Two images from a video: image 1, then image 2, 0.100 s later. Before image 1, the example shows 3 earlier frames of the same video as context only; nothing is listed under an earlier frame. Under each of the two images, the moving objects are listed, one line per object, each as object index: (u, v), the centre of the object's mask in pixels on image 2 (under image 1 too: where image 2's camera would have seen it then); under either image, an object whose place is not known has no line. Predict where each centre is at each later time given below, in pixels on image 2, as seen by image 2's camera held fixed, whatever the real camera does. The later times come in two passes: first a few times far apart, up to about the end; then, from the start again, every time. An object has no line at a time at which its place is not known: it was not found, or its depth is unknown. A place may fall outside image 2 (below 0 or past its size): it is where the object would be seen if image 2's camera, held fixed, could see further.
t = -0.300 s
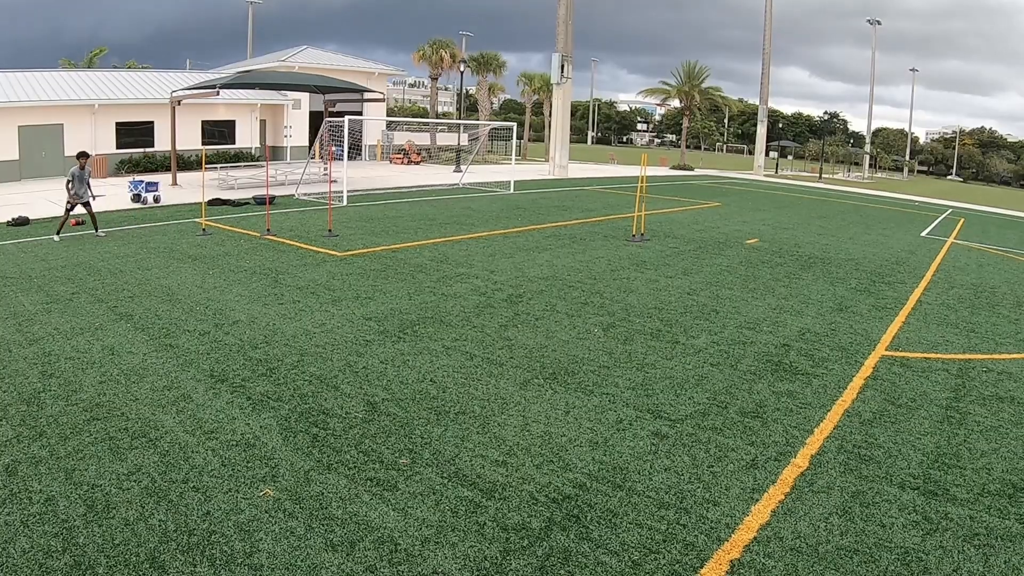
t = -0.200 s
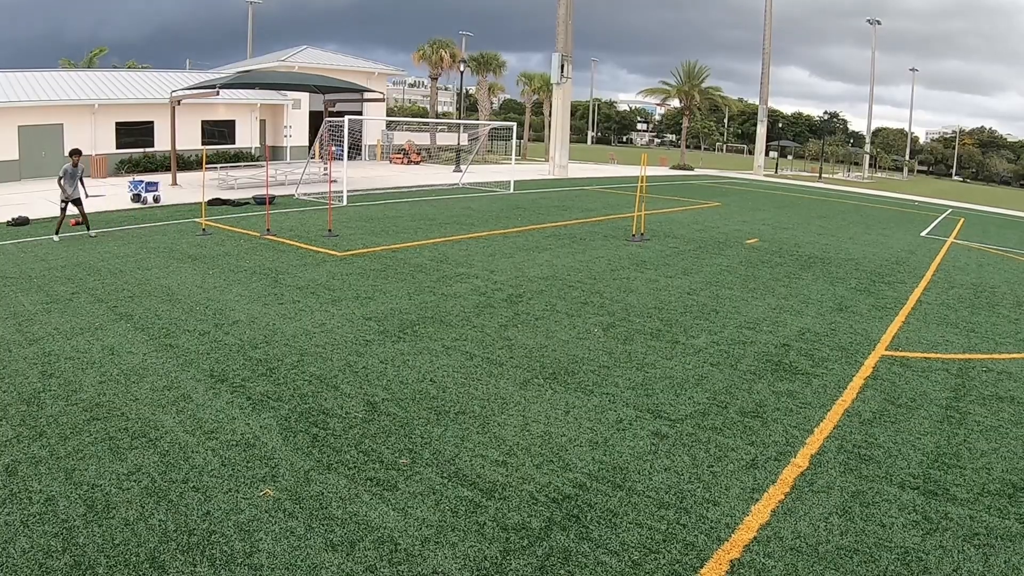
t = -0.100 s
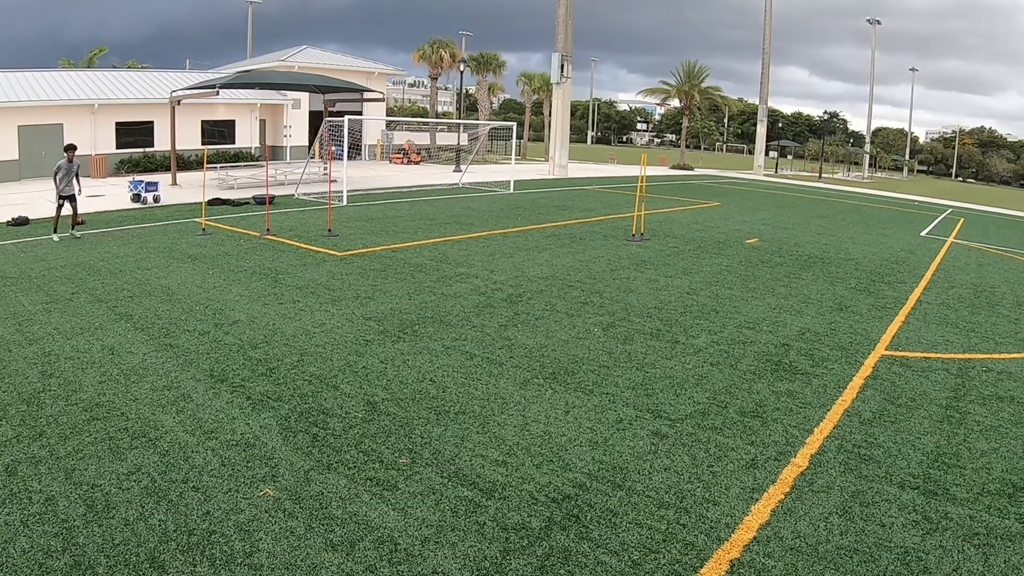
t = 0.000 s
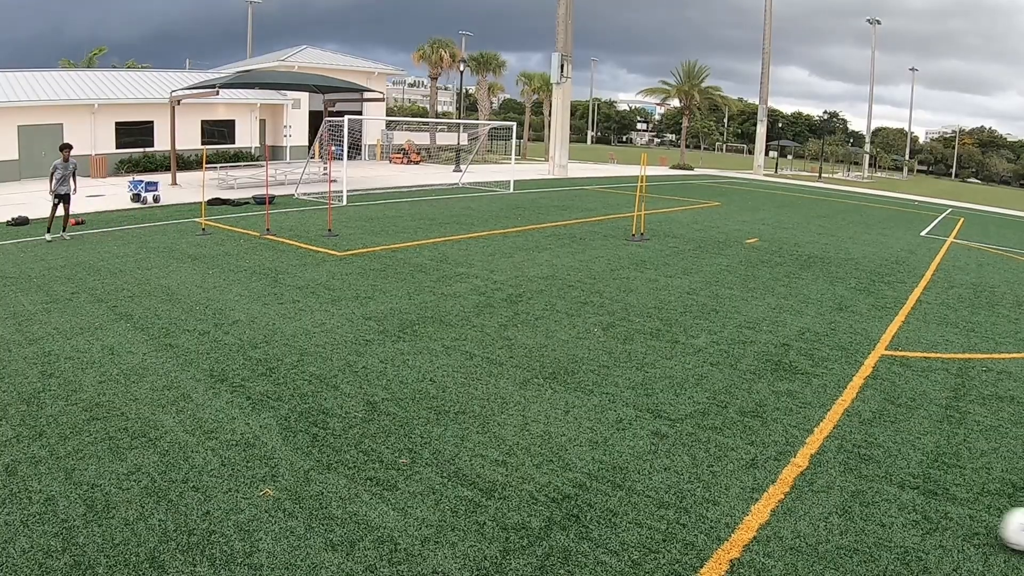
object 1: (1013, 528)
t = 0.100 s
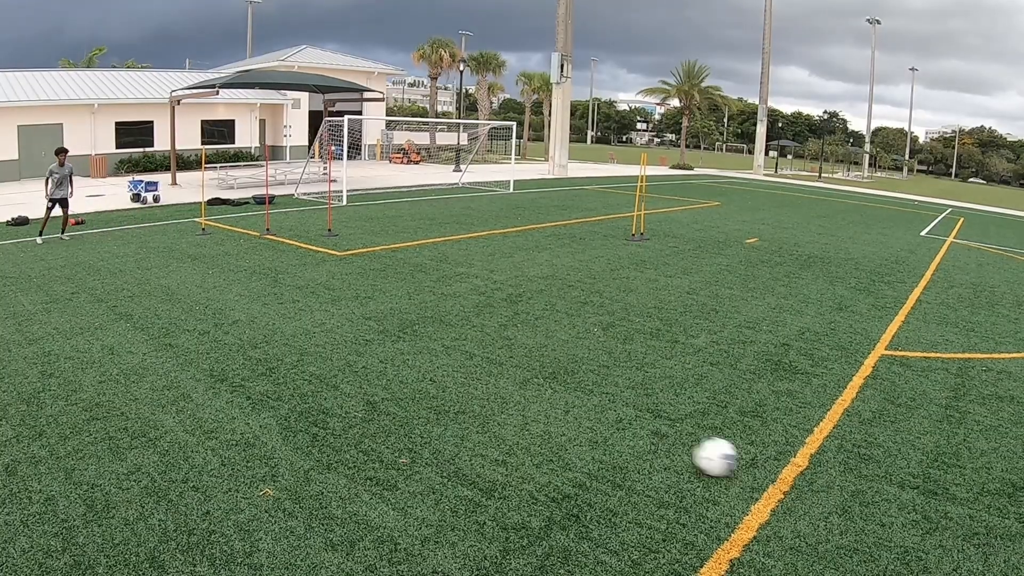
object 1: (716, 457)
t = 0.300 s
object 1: (339, 342)
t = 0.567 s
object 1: (154, 275)
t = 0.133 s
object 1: (630, 431)
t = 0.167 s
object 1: (555, 408)
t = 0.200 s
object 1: (488, 388)
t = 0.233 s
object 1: (430, 371)
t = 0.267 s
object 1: (380, 357)
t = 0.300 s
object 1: (339, 342)
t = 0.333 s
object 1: (303, 329)
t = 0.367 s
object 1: (272, 318)
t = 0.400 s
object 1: (246, 310)
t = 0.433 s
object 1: (222, 301)
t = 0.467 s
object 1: (202, 293)
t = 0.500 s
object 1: (184, 287)
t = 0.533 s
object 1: (168, 282)
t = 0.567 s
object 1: (154, 275)
